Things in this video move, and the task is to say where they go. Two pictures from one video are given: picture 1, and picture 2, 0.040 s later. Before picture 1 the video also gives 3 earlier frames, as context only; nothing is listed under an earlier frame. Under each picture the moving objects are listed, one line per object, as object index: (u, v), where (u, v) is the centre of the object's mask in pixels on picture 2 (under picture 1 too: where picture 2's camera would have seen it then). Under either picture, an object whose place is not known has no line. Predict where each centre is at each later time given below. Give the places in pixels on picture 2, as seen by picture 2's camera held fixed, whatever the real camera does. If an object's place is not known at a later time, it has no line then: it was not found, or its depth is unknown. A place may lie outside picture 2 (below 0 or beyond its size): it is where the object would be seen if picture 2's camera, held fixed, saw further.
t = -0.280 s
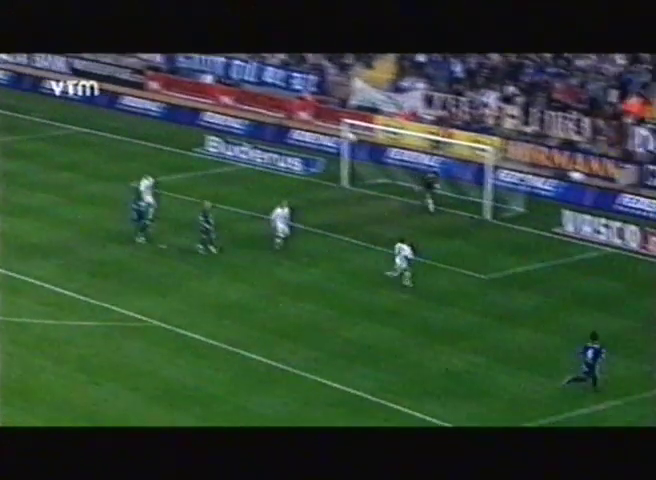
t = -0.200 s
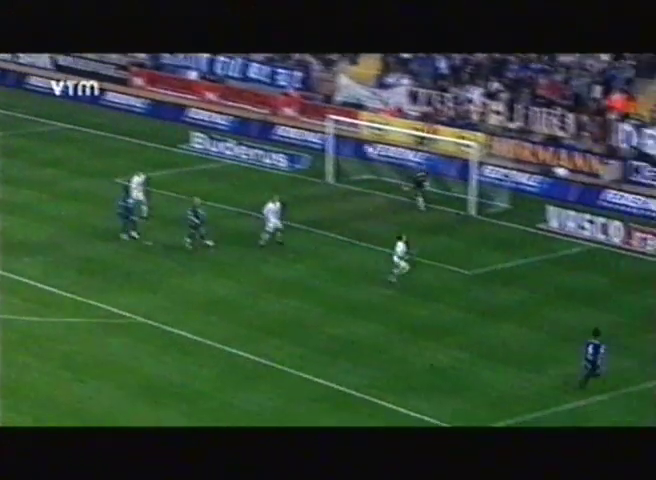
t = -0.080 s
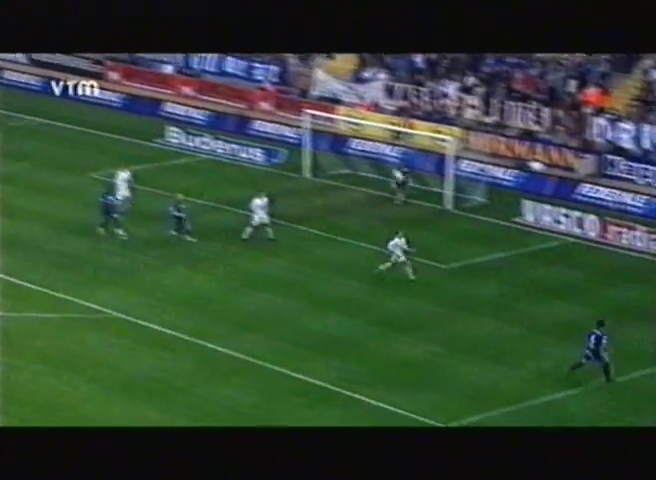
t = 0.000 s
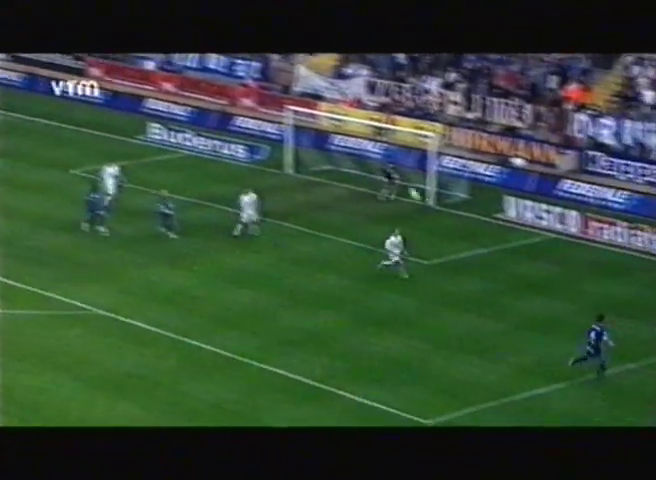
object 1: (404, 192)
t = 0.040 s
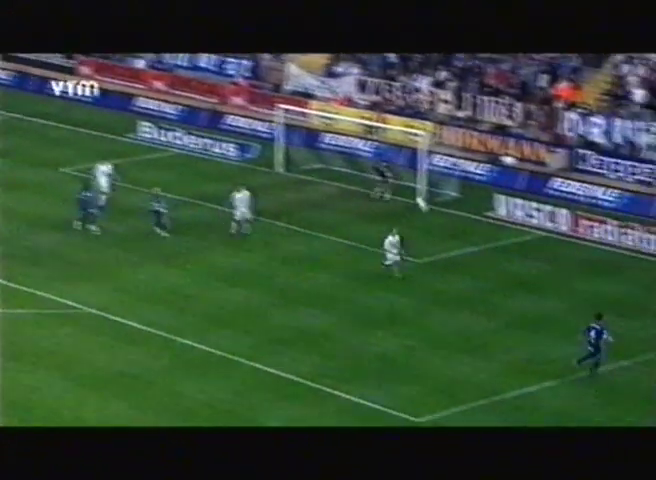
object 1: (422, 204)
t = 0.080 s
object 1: (438, 216)
